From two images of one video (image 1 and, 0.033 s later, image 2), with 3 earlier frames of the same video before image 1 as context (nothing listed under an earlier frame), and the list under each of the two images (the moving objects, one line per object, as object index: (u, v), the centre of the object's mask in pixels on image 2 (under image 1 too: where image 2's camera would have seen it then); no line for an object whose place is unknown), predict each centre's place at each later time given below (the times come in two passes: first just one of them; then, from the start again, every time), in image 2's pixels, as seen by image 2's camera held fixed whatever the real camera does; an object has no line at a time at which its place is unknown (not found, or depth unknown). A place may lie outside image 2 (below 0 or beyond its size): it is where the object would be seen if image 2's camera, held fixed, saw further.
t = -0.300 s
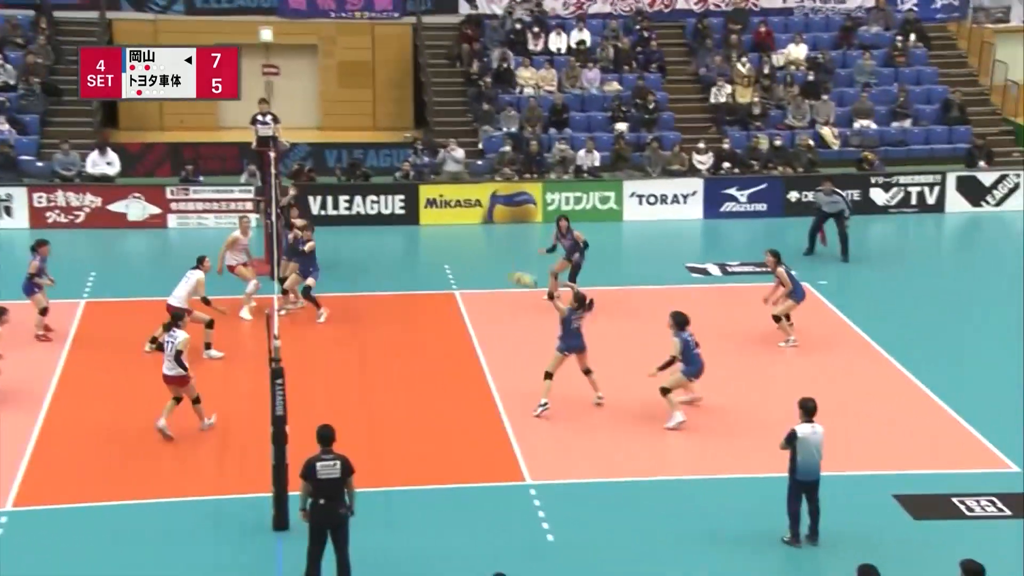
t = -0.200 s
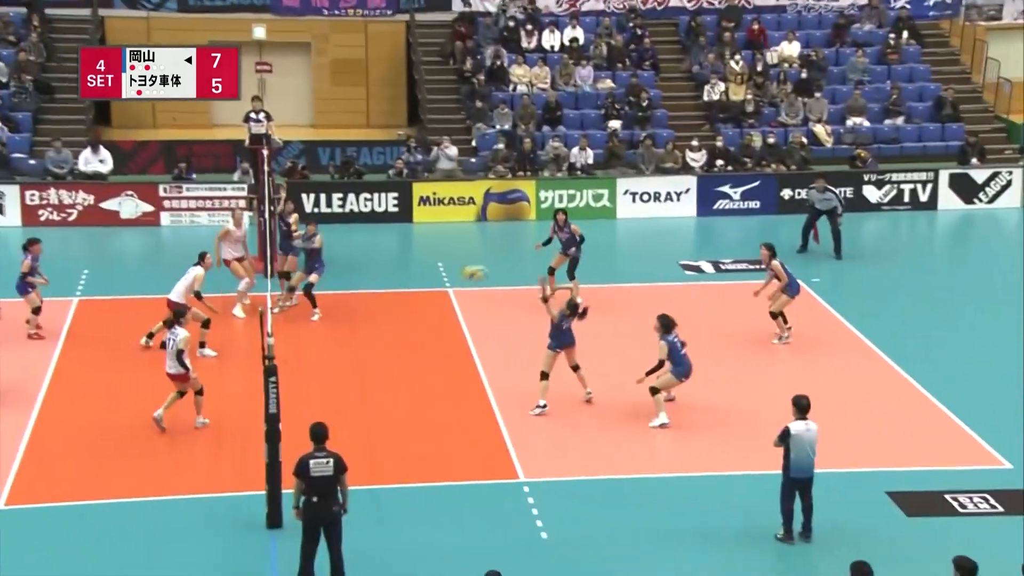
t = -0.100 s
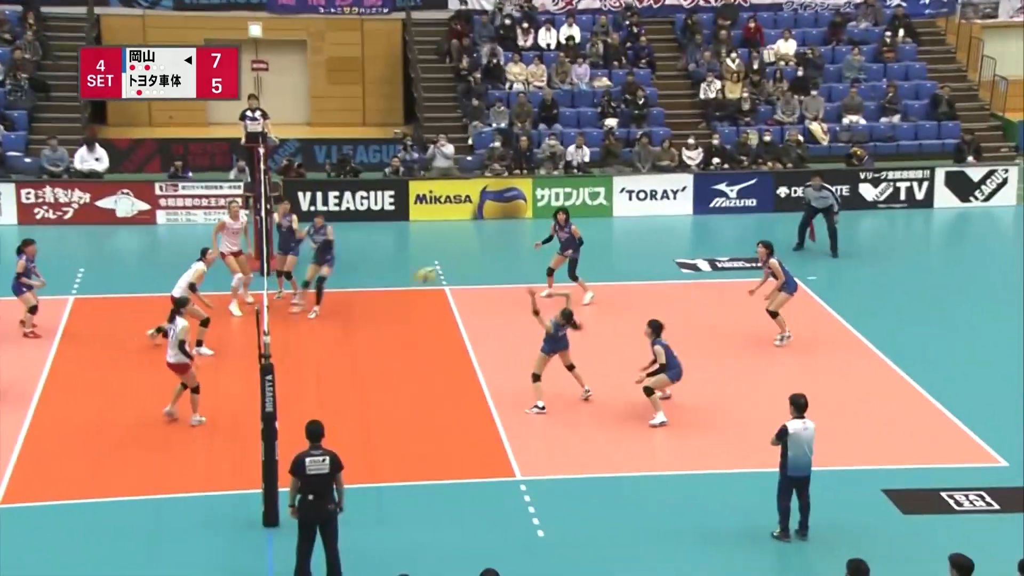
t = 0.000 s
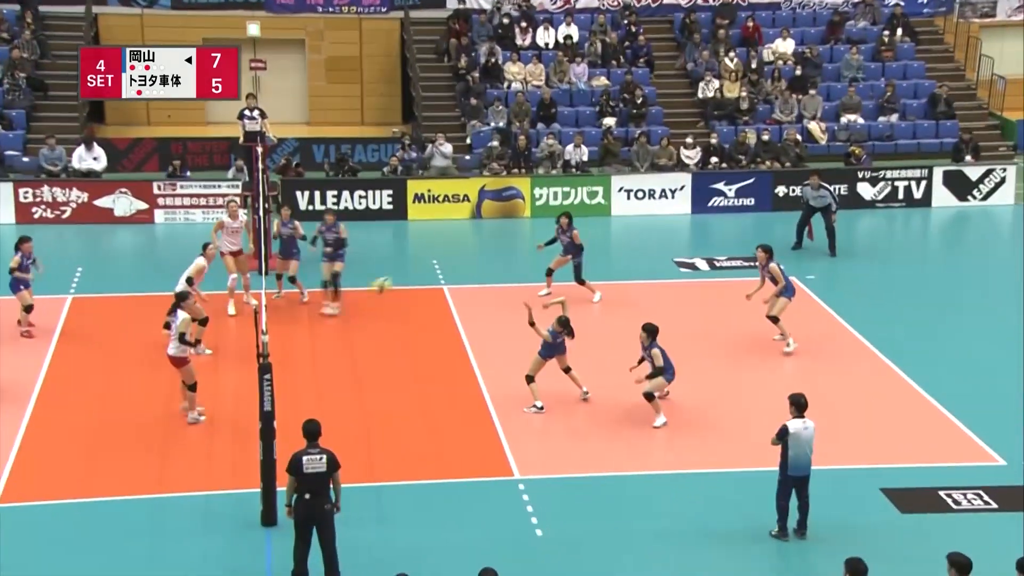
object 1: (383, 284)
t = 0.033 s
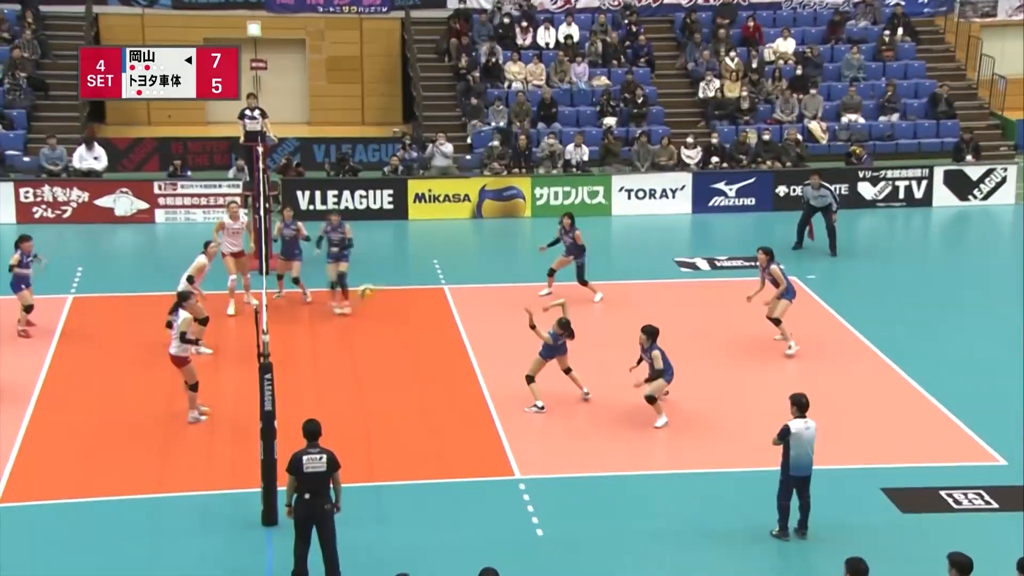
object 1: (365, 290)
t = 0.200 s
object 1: (291, 334)
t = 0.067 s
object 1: (357, 295)
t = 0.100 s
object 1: (335, 306)
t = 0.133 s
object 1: (320, 315)
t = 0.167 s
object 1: (307, 324)
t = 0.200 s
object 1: (291, 334)
